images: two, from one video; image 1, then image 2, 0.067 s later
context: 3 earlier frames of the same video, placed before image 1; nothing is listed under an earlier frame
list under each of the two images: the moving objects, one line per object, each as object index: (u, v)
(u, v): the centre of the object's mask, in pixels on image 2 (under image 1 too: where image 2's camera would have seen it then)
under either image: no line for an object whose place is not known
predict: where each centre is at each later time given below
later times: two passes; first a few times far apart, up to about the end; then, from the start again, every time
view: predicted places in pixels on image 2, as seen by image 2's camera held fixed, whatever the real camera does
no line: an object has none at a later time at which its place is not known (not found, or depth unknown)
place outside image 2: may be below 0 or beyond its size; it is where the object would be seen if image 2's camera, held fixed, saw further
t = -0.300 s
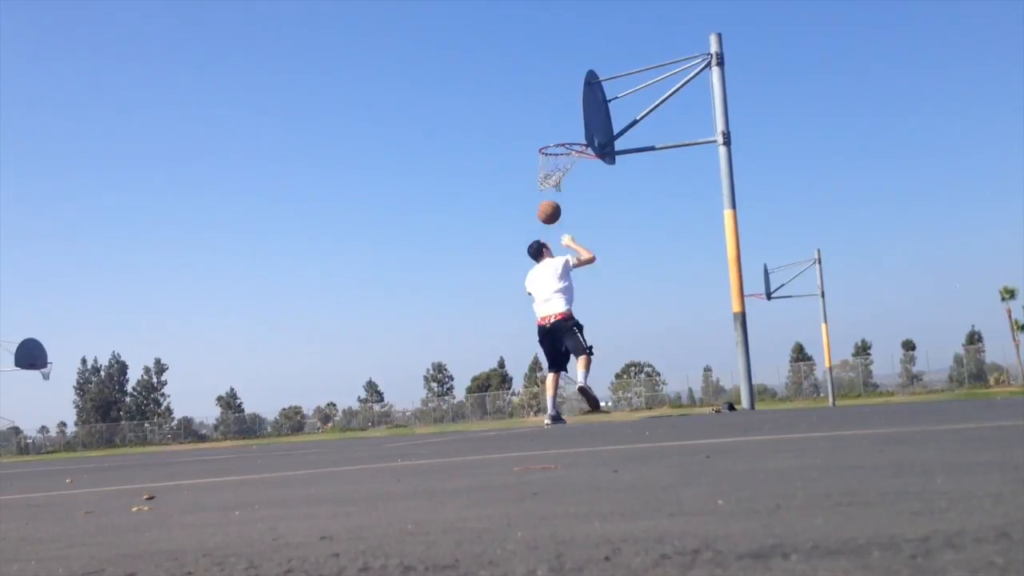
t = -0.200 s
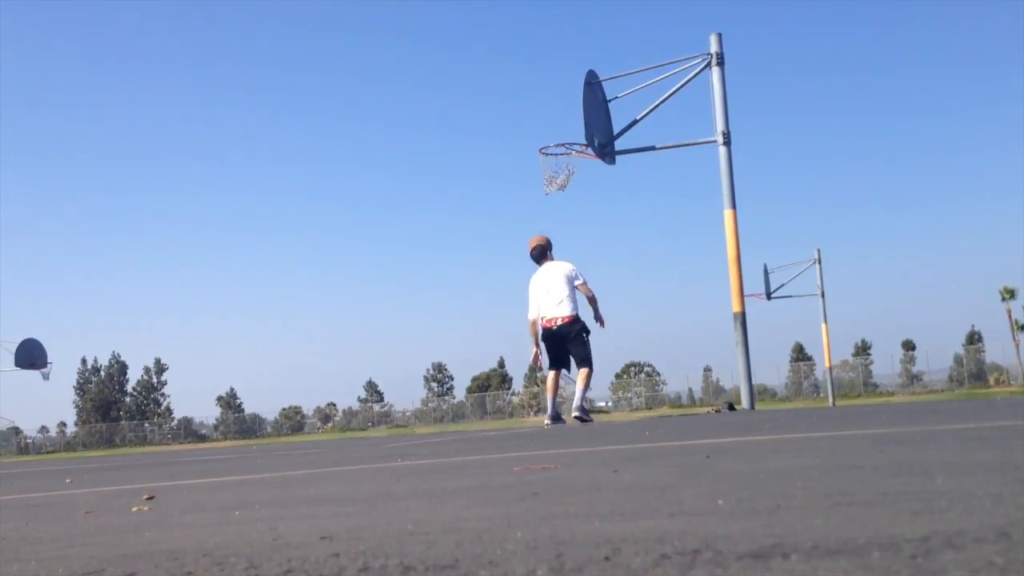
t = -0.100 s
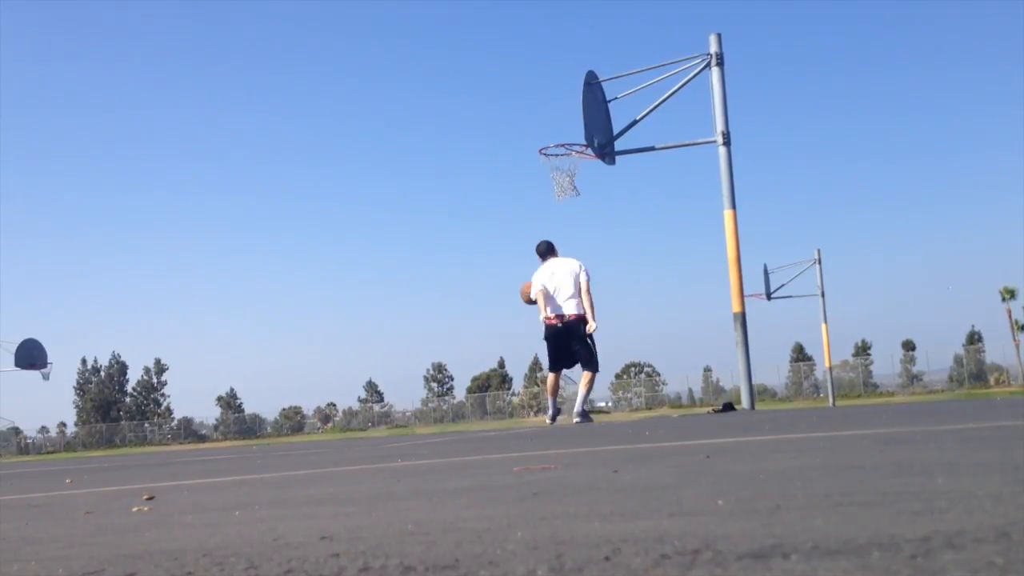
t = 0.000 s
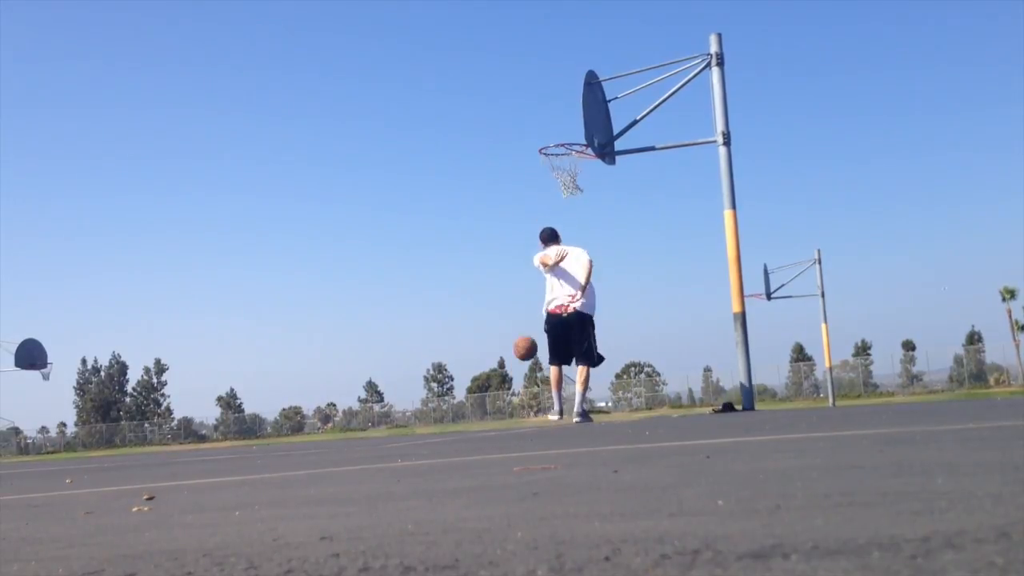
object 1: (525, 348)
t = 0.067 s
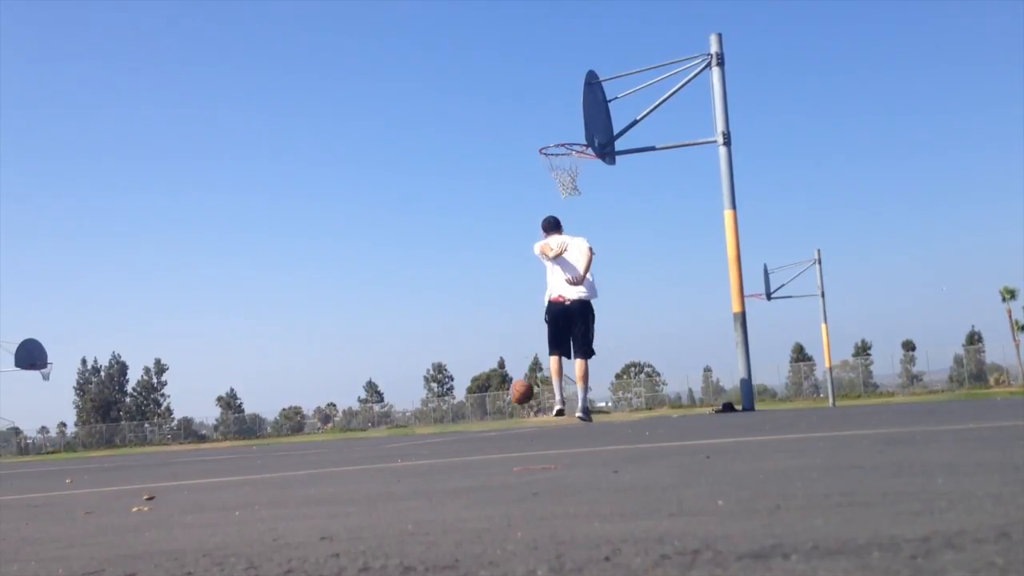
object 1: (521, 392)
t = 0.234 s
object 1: (505, 356)
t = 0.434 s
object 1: (487, 297)
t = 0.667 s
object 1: (471, 277)
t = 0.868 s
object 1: (461, 302)
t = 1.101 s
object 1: (453, 377)
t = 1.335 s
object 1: (442, 375)
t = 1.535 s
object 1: (431, 340)
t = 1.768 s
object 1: (422, 344)
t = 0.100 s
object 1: (519, 415)
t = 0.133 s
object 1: (516, 401)
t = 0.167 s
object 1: (512, 384)
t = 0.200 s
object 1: (509, 369)
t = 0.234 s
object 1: (505, 356)
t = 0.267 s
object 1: (502, 343)
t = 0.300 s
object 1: (499, 331)
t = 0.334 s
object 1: (496, 321)
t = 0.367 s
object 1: (493, 312)
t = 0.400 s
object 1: (490, 304)
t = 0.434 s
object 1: (487, 297)
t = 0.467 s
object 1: (485, 290)
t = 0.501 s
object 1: (482, 286)
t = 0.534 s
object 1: (480, 282)
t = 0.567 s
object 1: (477, 279)
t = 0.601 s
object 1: (475, 277)
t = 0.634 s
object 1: (473, 277)
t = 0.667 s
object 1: (471, 277)
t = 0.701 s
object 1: (469, 279)
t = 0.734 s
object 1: (467, 281)
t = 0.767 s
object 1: (466, 285)
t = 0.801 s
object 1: (464, 289)
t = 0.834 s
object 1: (462, 295)
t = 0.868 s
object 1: (461, 302)
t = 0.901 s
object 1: (459, 309)
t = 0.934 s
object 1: (458, 318)
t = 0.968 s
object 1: (457, 328)
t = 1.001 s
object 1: (456, 339)
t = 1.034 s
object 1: (455, 350)
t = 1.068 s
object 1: (454, 363)
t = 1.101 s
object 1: (453, 377)
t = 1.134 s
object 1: (453, 392)
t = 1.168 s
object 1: (452, 408)
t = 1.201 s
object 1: (451, 420)
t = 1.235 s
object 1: (449, 407)
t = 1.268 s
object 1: (447, 395)
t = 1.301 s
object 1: (444, 385)
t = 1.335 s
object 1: (442, 375)
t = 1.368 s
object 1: (440, 367)
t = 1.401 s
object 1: (438, 360)
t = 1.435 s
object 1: (436, 353)
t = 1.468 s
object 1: (434, 347)
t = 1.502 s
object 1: (433, 343)
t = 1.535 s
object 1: (431, 340)
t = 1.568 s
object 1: (429, 337)
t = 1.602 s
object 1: (428, 336)
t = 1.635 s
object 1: (427, 336)
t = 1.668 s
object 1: (425, 336)
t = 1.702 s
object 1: (424, 338)
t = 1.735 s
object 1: (423, 341)
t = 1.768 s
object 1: (422, 344)
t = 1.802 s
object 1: (421, 349)
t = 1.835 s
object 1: (420, 355)
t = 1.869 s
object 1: (419, 361)
